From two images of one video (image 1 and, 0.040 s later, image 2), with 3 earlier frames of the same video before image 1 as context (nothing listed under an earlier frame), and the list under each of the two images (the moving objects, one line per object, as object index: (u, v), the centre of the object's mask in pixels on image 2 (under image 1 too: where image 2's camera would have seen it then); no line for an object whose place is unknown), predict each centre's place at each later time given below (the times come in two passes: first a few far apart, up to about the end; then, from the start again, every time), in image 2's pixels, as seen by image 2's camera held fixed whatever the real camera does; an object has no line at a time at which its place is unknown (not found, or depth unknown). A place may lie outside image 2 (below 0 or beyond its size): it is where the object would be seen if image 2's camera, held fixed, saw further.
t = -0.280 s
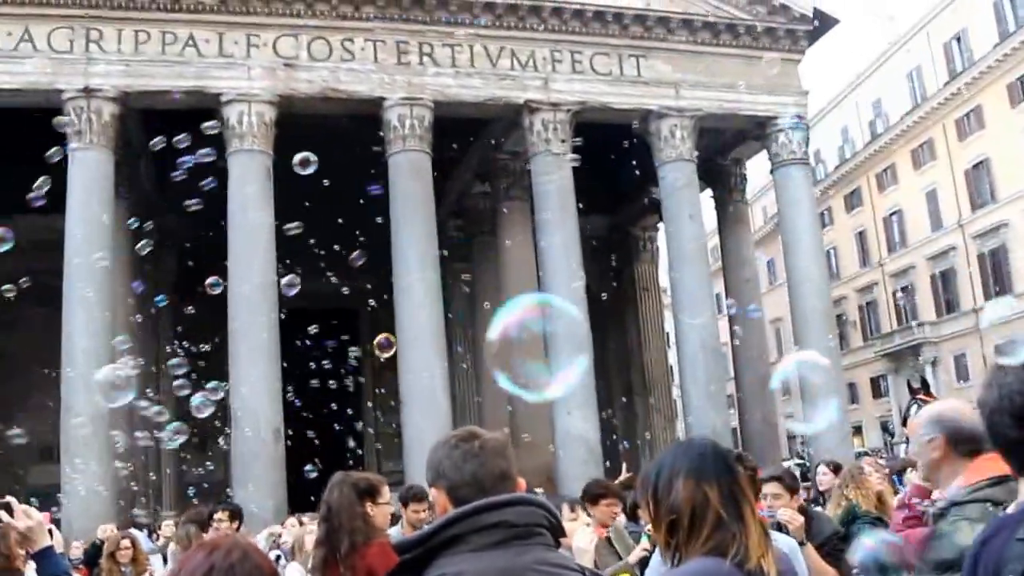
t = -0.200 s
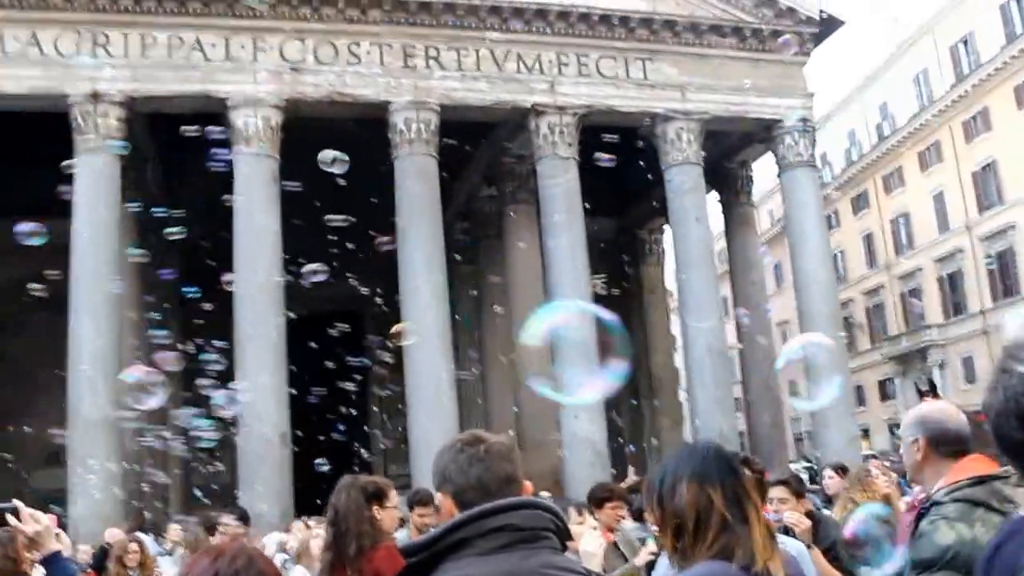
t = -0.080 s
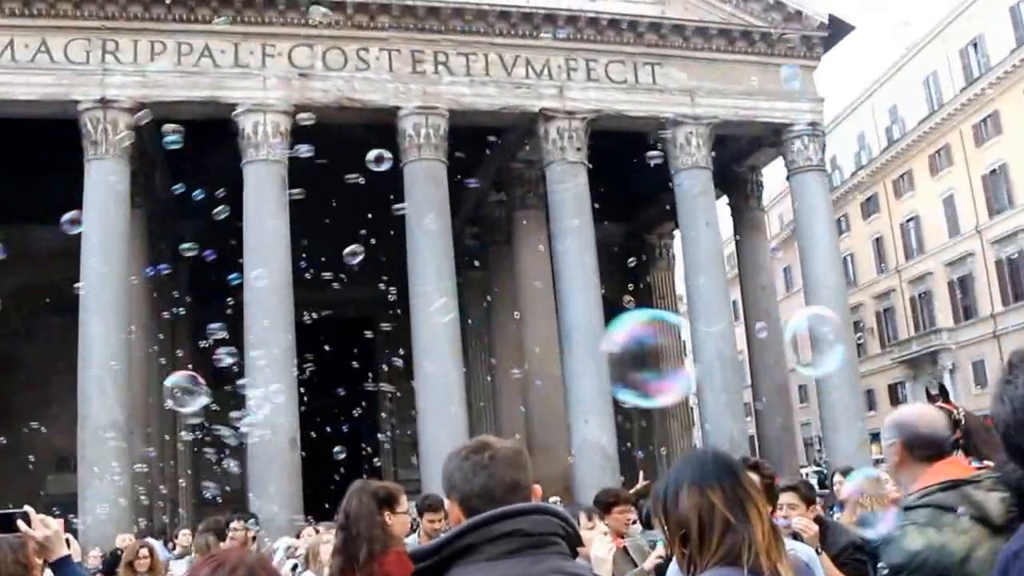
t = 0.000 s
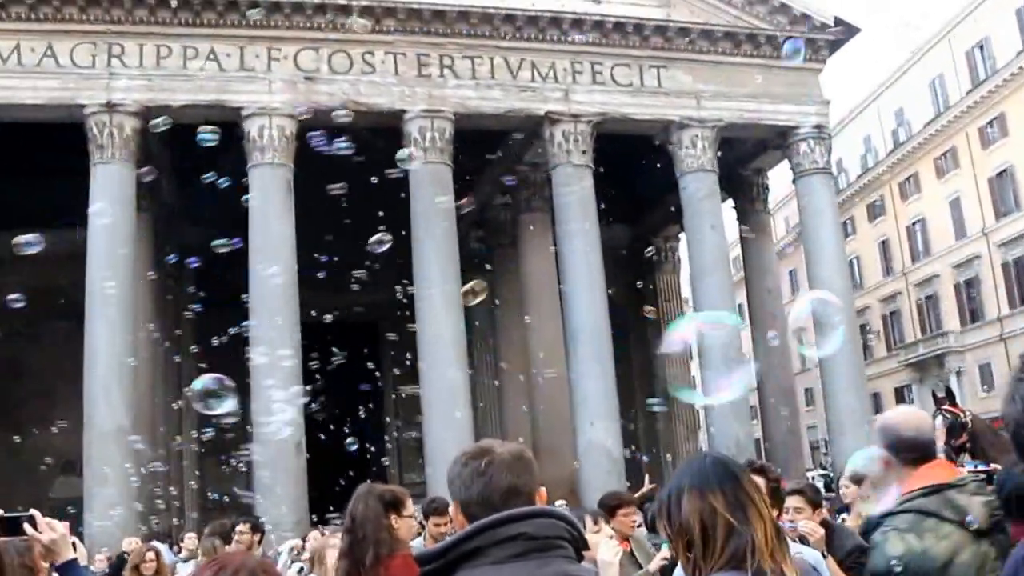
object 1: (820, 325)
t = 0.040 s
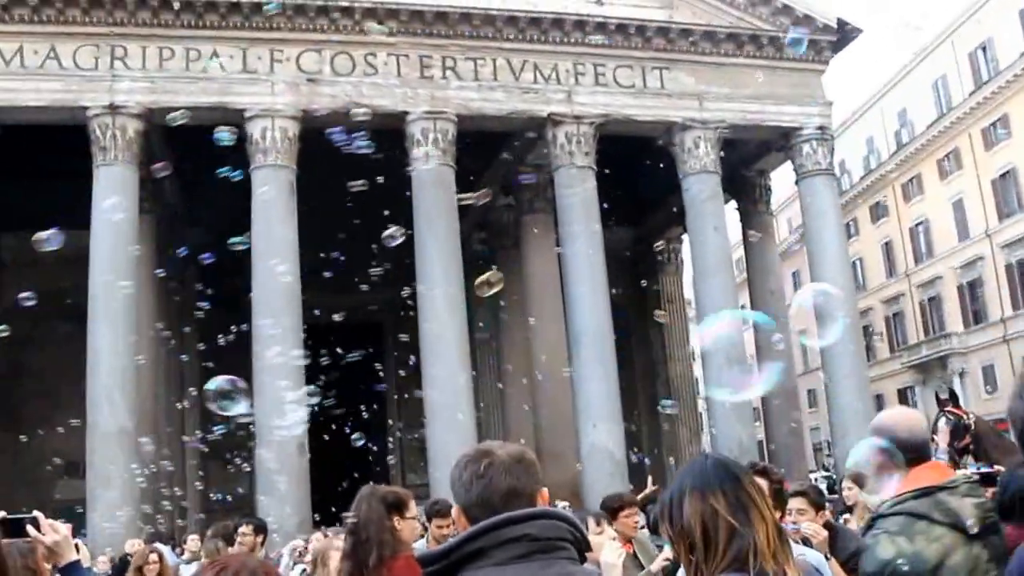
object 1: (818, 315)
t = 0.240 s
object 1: (803, 262)
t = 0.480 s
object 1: (827, 220)
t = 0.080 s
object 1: (816, 306)
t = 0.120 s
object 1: (813, 298)
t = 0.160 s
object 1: (812, 283)
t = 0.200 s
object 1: (809, 276)
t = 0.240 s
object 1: (803, 262)
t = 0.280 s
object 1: (803, 257)
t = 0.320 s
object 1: (800, 249)
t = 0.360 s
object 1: (798, 243)
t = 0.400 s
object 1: (796, 241)
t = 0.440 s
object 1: (819, 230)
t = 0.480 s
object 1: (827, 220)
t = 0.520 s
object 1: (833, 207)
